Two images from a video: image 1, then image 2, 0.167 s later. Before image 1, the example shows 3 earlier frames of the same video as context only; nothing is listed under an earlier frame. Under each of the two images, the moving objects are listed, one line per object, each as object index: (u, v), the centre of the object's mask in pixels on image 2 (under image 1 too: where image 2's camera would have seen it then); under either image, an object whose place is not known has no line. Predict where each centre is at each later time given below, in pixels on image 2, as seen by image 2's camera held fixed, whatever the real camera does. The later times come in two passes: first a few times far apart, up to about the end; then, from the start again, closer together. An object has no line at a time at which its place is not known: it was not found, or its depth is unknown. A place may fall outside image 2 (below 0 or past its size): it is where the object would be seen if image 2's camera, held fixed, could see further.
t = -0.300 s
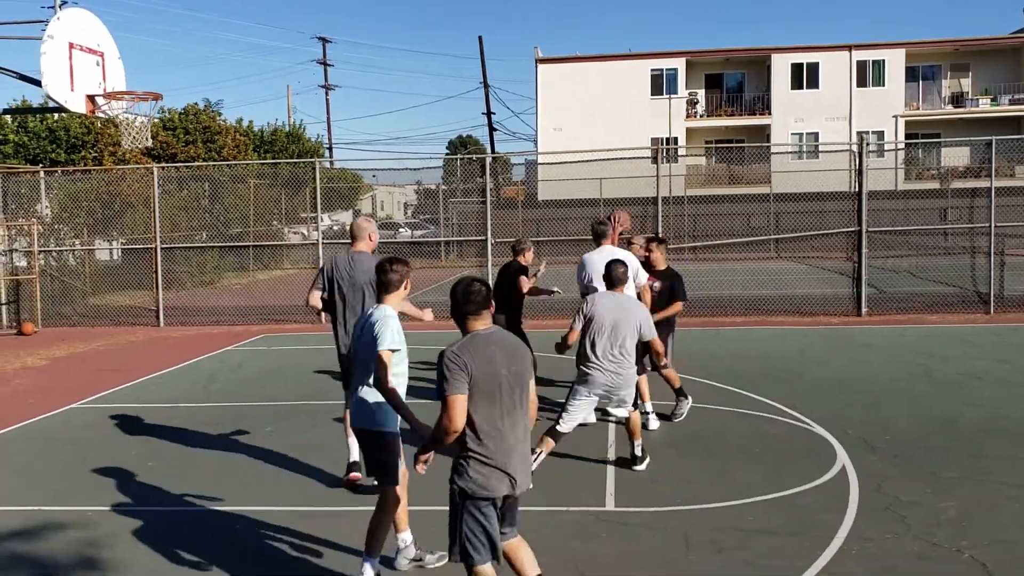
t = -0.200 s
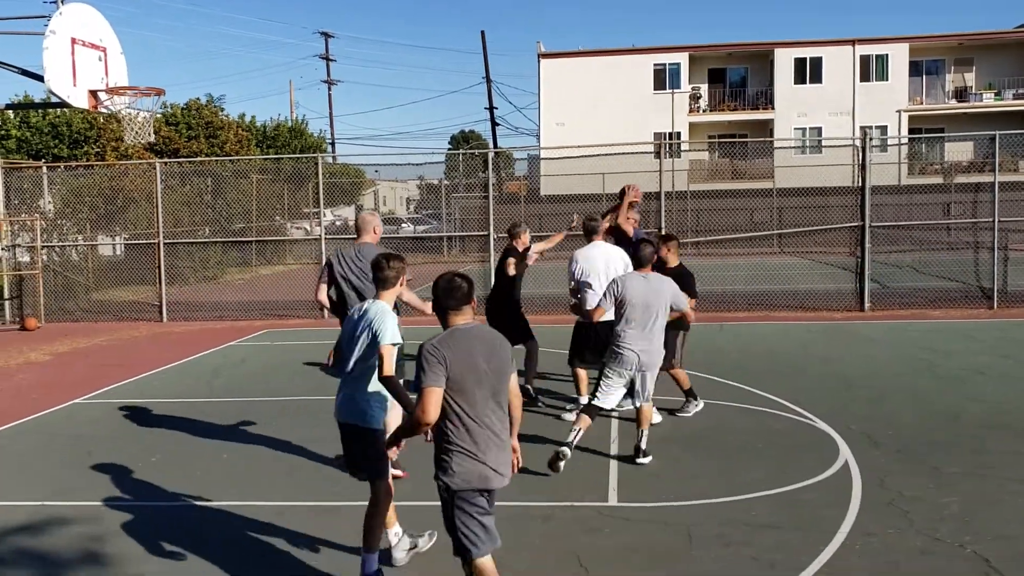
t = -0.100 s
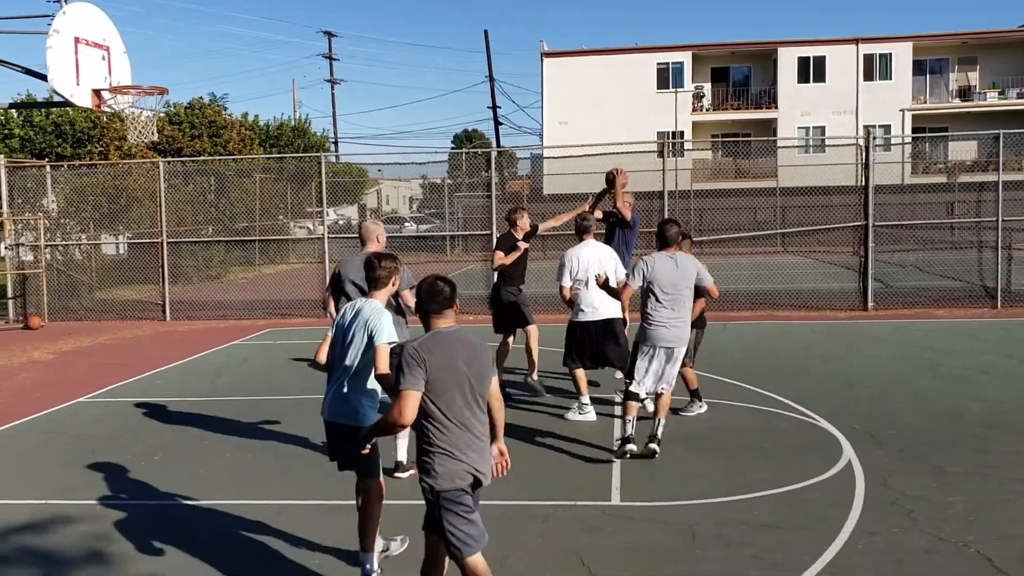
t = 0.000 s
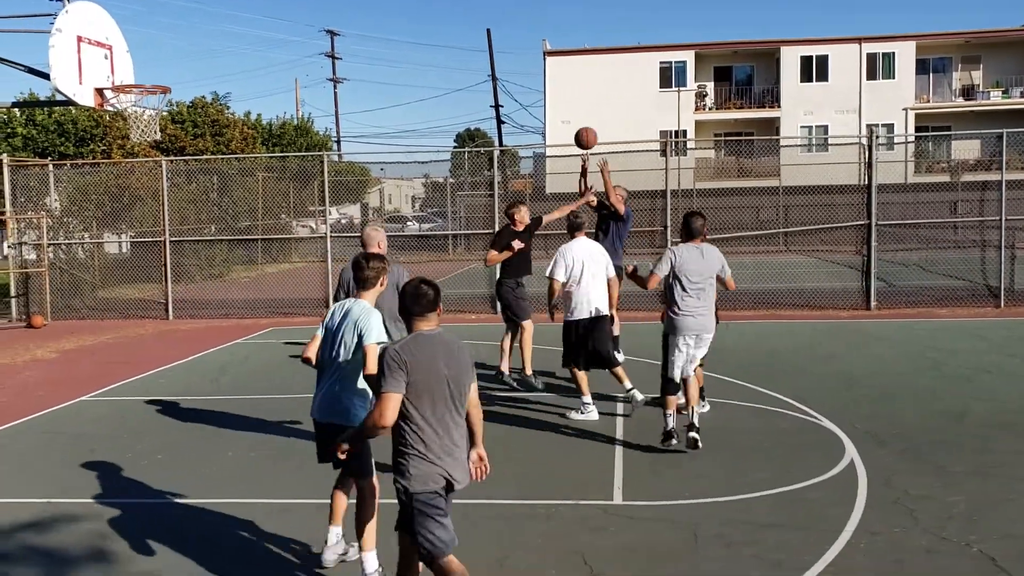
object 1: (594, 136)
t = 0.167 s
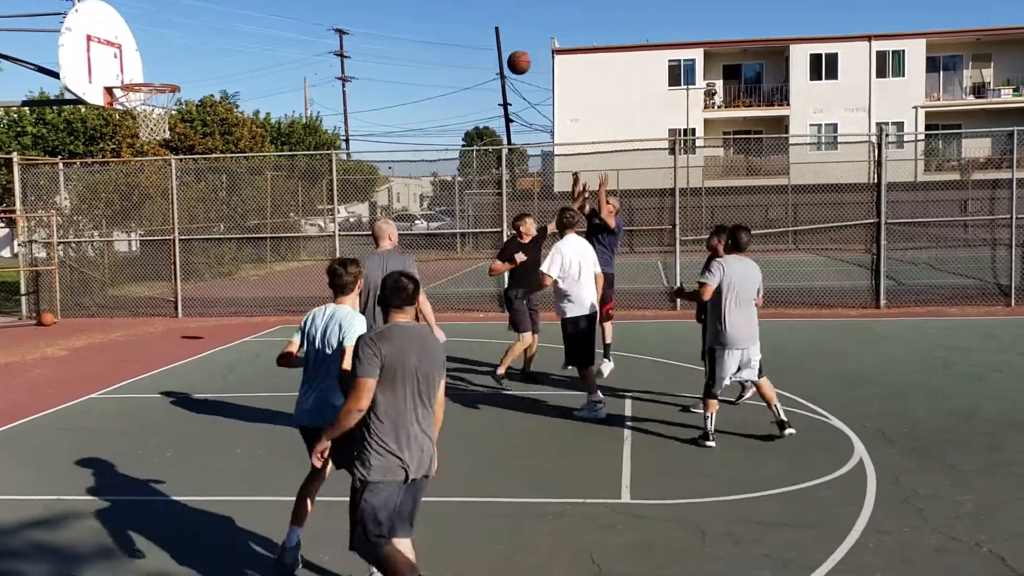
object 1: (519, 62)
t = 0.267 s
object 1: (472, 30)
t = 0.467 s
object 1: (373, 0)
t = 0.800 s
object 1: (207, 15)
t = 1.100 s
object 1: (185, 55)
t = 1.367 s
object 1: (271, 38)
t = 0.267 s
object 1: (472, 30)
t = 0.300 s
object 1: (456, 20)
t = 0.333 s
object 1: (440, 12)
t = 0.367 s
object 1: (423, 7)
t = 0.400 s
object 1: (406, 4)
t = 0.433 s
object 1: (390, 2)
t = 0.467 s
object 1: (373, 0)
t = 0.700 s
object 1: (257, 1)
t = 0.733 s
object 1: (241, 3)
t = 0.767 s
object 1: (225, 7)
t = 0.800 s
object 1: (207, 15)
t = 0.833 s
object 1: (190, 24)
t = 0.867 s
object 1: (173, 34)
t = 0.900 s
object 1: (156, 46)
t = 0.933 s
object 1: (138, 59)
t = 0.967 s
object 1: (142, 68)
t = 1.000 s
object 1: (152, 76)
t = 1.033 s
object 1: (163, 72)
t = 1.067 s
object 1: (174, 63)
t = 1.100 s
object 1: (185, 55)
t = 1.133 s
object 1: (196, 49)
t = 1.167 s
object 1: (206, 44)
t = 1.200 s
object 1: (217, 40)
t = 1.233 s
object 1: (228, 37)
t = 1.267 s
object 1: (239, 35)
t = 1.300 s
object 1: (250, 35)
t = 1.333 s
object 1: (260, 36)
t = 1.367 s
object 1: (271, 38)
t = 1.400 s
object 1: (282, 41)
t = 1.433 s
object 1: (293, 46)
